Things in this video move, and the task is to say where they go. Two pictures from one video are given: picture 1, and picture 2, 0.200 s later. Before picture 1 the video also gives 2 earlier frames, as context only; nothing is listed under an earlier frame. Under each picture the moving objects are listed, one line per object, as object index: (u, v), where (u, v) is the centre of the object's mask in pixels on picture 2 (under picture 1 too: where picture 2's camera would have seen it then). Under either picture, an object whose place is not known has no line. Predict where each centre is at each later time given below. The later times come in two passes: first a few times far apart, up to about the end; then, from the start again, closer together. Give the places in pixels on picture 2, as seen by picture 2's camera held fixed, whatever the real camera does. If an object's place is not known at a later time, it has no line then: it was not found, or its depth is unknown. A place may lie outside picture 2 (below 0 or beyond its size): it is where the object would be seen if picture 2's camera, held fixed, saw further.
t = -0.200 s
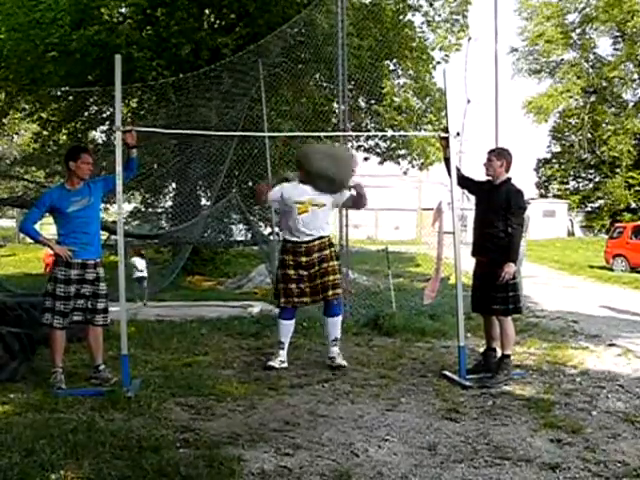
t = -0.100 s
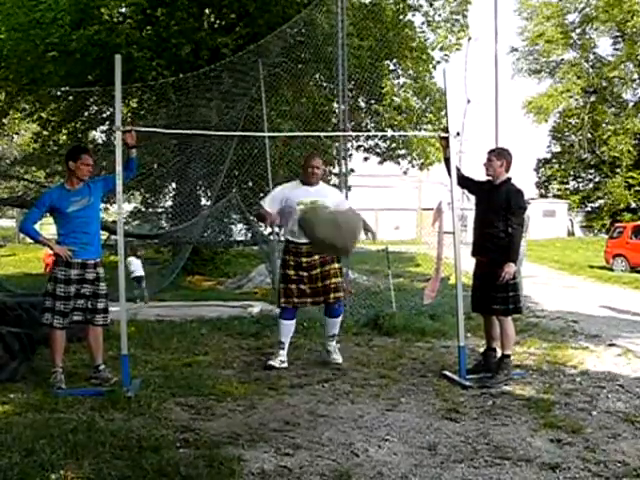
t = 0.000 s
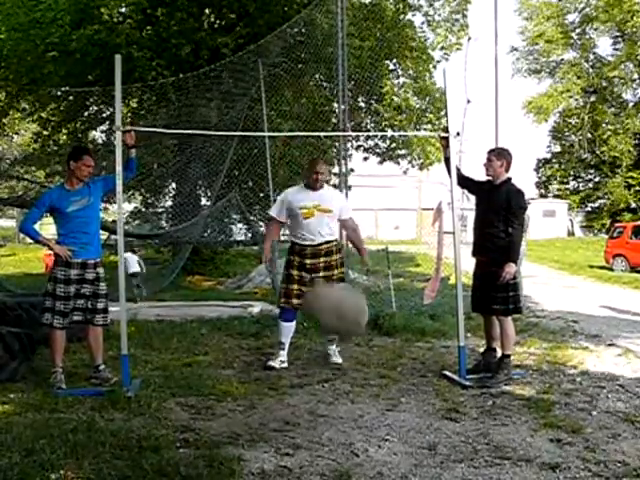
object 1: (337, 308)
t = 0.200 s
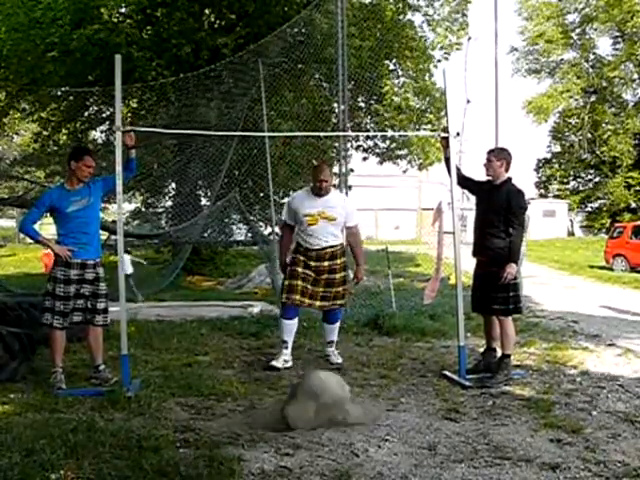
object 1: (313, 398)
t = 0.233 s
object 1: (307, 397)
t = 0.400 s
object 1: (268, 415)
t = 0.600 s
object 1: (224, 413)
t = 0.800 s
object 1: (176, 438)
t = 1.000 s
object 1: (144, 437)
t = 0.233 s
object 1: (307, 397)
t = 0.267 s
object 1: (300, 393)
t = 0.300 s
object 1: (293, 396)
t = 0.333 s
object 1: (285, 400)
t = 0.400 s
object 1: (268, 415)
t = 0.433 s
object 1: (260, 417)
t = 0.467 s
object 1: (251, 419)
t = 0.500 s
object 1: (242, 422)
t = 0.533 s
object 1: (235, 418)
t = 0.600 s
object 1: (224, 413)
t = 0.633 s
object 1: (216, 414)
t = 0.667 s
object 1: (210, 416)
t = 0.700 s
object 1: (203, 420)
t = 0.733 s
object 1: (196, 426)
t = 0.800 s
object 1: (176, 438)
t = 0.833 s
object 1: (171, 443)
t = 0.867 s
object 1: (165, 443)
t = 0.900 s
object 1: (162, 442)
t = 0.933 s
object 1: (155, 440)
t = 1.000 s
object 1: (144, 437)
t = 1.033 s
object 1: (140, 438)
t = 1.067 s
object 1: (136, 440)
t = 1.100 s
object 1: (132, 442)
